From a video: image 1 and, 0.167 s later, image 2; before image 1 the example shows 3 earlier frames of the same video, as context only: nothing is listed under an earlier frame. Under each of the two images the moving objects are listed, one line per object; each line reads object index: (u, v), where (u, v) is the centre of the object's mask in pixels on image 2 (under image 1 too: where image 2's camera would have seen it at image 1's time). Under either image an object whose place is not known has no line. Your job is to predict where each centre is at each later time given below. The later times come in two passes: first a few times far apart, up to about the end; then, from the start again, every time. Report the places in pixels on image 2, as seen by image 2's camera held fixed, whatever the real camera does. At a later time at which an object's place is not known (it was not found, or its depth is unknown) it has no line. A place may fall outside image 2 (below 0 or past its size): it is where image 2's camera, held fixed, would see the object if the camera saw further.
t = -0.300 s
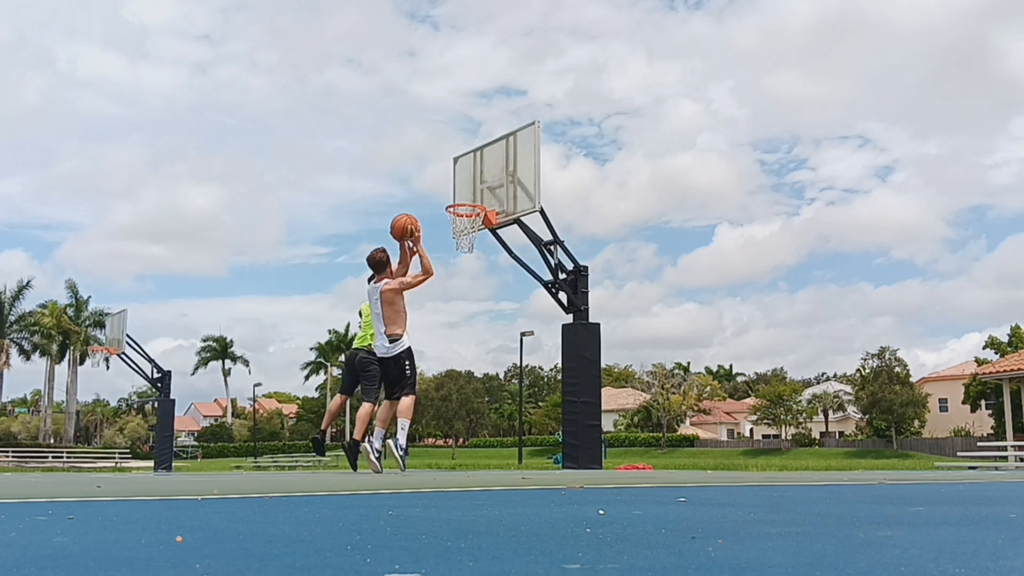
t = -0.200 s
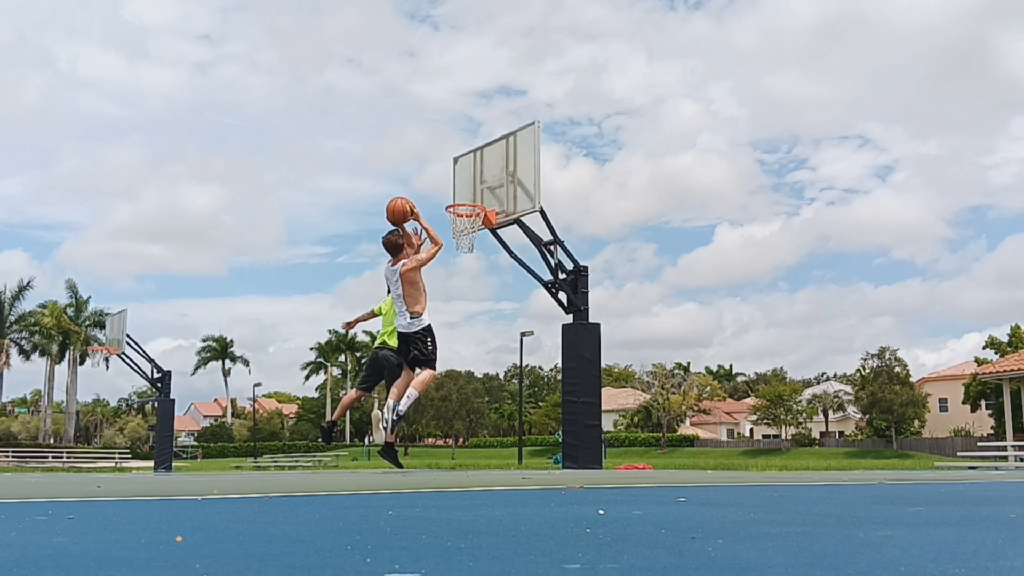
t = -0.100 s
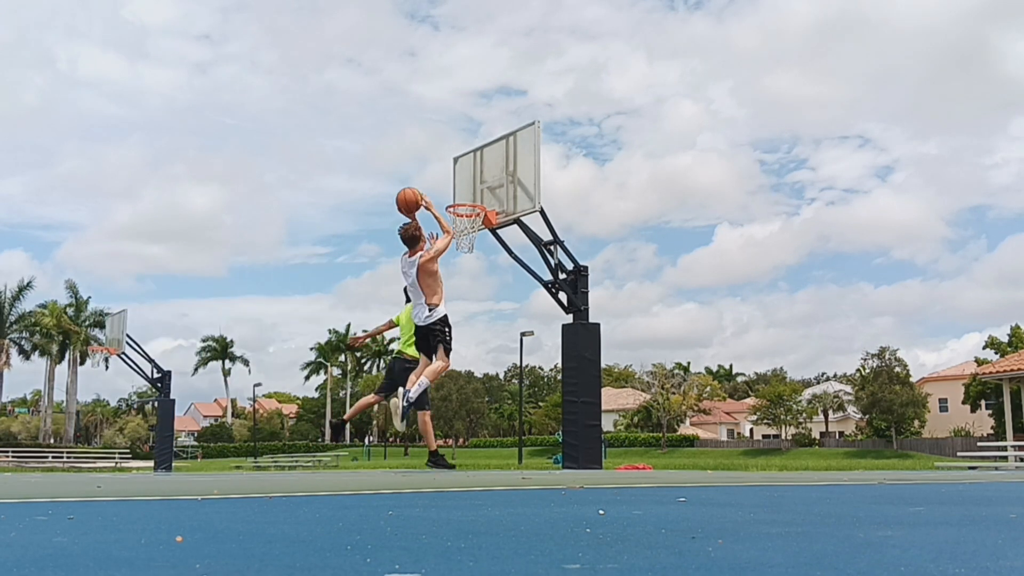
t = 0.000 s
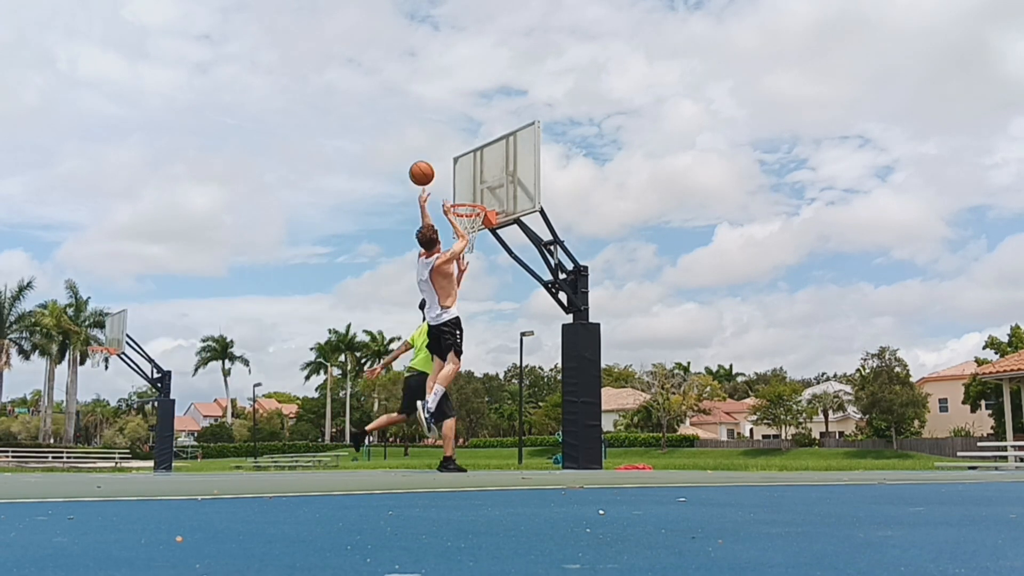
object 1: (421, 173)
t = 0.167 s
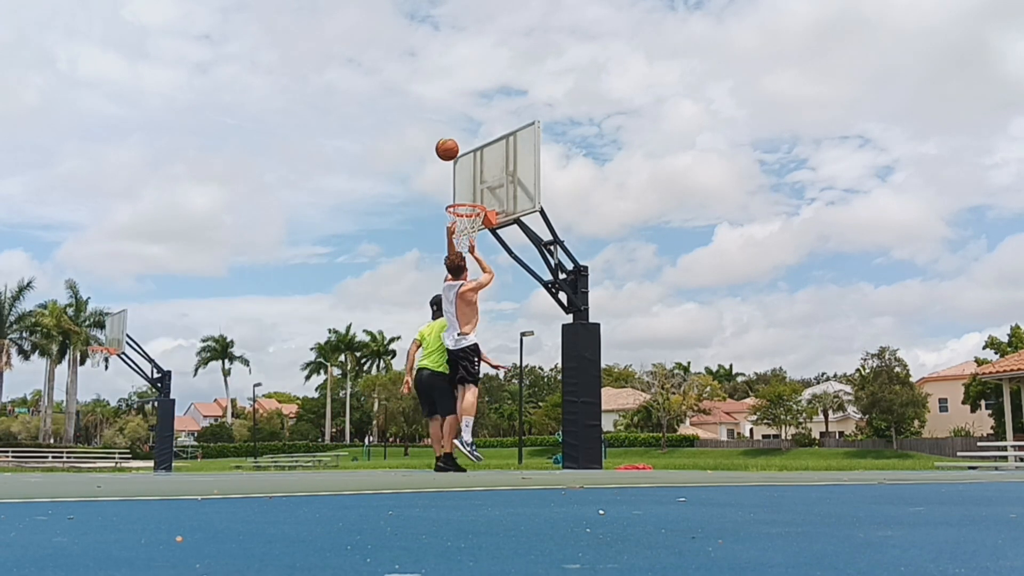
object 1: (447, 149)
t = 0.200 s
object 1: (451, 148)
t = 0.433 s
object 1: (480, 166)
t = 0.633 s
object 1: (468, 197)
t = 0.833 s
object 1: (475, 192)
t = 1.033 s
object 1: (498, 193)
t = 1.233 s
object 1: (490, 218)
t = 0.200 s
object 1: (451, 148)
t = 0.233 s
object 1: (456, 148)
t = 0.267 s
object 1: (460, 149)
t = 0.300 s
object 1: (464, 150)
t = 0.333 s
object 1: (468, 153)
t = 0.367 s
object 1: (472, 156)
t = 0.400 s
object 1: (476, 161)
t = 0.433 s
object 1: (480, 166)
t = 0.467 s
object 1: (483, 172)
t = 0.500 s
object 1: (487, 179)
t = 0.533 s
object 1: (490, 186)
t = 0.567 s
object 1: (484, 190)
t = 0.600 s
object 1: (476, 194)
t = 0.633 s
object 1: (468, 197)
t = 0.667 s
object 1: (461, 205)
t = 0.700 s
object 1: (458, 204)
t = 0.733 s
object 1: (460, 202)
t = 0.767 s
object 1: (463, 197)
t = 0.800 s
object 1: (469, 195)
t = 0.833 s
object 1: (475, 192)
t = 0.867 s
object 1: (481, 191)
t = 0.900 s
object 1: (486, 189)
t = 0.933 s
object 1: (492, 190)
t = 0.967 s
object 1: (497, 190)
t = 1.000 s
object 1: (500, 192)
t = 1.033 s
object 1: (498, 193)
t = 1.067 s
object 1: (495, 196)
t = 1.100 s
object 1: (493, 200)
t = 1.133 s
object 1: (491, 204)
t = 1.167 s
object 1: (491, 208)
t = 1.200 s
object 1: (490, 213)
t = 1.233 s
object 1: (490, 218)
